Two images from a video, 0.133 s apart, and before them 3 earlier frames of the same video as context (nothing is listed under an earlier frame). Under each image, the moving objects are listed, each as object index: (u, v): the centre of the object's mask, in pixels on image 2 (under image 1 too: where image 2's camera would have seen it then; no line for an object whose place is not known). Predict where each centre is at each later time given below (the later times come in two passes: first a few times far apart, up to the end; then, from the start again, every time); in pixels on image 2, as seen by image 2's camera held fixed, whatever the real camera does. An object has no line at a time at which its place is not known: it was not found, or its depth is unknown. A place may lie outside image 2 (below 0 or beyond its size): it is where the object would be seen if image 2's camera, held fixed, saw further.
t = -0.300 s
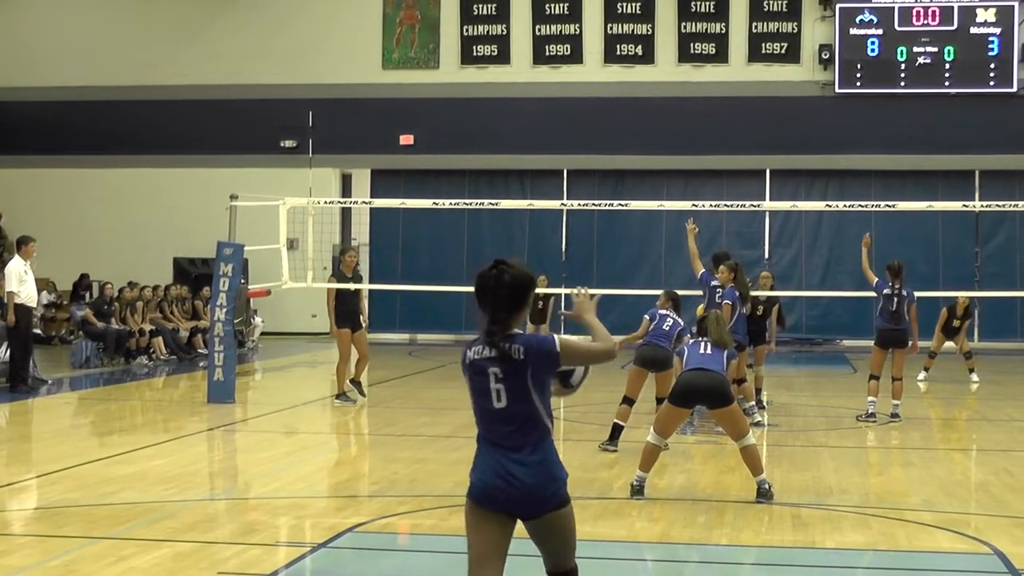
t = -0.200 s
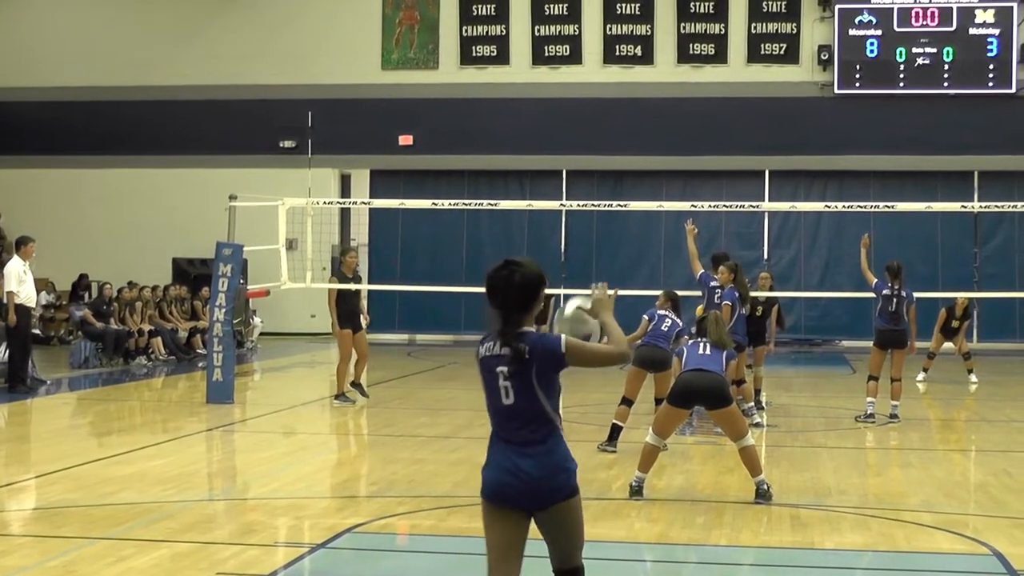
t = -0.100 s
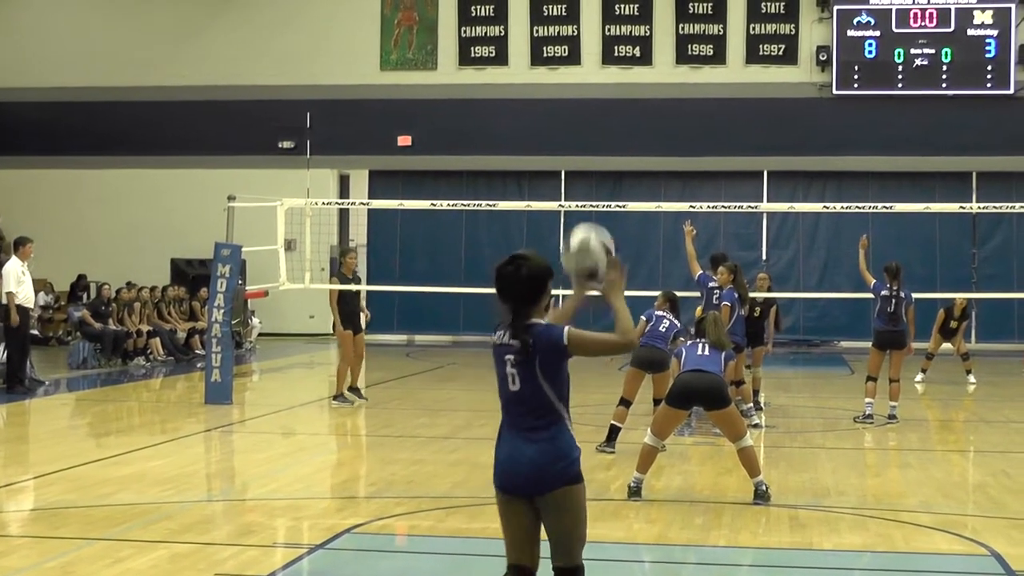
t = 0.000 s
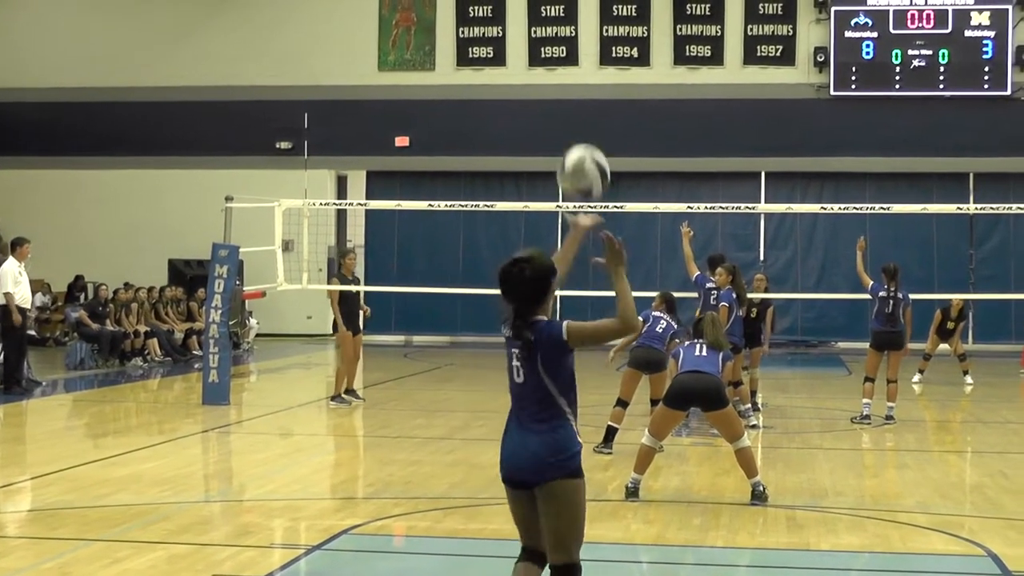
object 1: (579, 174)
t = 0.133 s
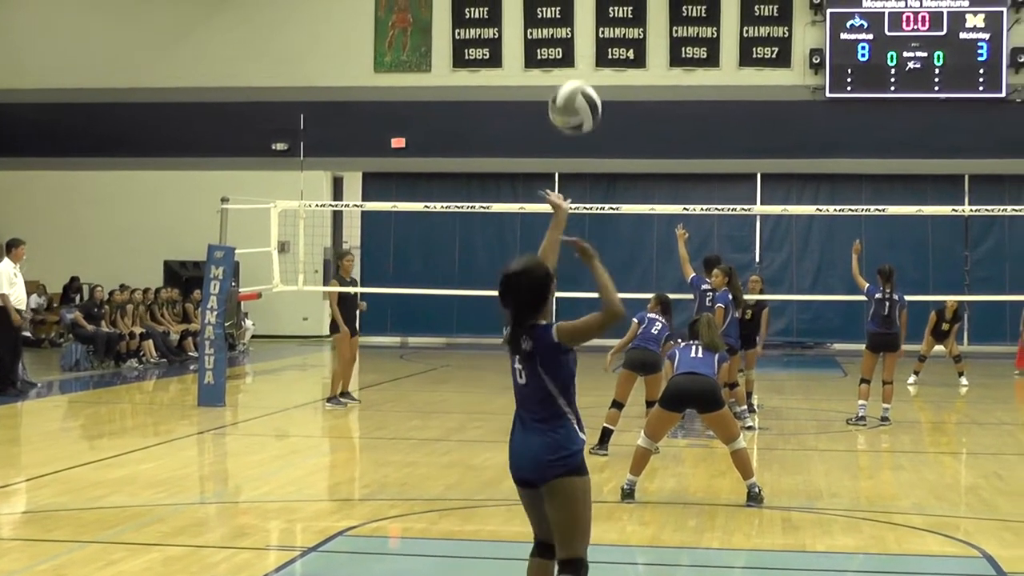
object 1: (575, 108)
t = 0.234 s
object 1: (572, 86)
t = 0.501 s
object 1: (563, 140)
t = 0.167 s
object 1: (574, 98)
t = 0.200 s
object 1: (573, 91)
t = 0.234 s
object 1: (572, 86)
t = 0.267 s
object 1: (570, 84)
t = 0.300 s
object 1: (569, 84)
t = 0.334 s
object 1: (568, 88)
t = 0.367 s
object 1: (567, 94)
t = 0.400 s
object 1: (565, 103)
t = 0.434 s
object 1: (564, 113)
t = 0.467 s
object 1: (563, 127)
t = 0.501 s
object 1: (563, 140)
